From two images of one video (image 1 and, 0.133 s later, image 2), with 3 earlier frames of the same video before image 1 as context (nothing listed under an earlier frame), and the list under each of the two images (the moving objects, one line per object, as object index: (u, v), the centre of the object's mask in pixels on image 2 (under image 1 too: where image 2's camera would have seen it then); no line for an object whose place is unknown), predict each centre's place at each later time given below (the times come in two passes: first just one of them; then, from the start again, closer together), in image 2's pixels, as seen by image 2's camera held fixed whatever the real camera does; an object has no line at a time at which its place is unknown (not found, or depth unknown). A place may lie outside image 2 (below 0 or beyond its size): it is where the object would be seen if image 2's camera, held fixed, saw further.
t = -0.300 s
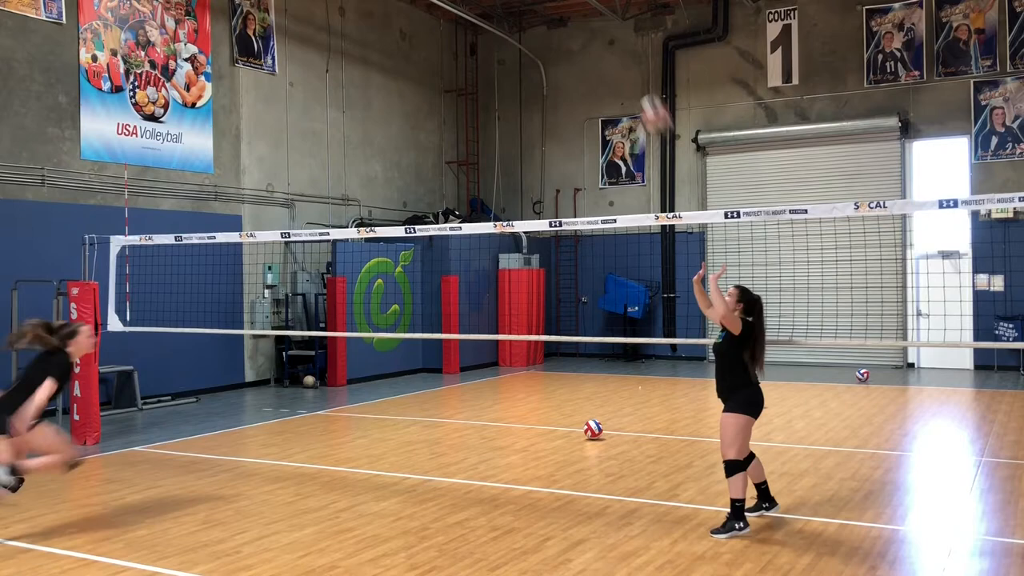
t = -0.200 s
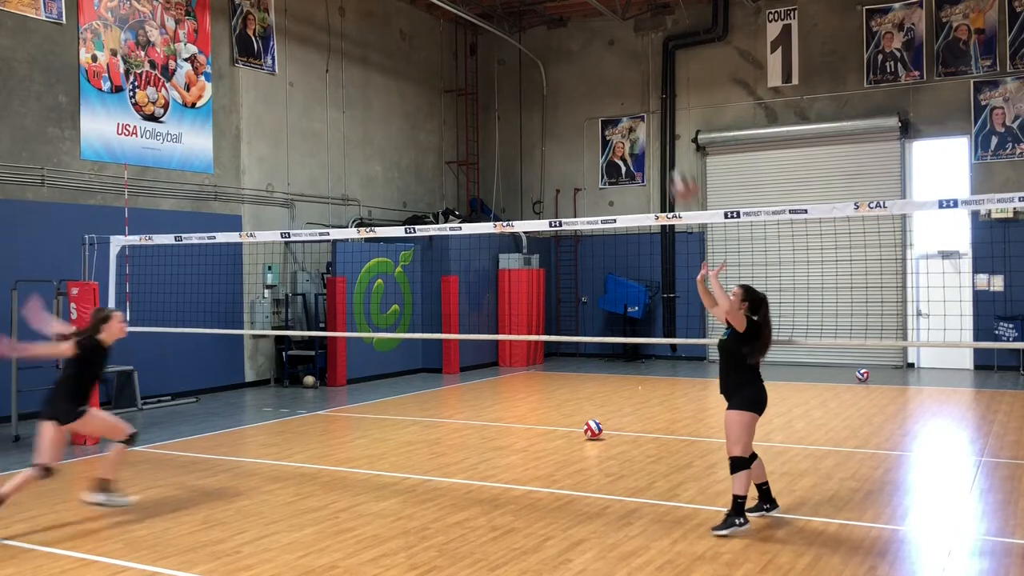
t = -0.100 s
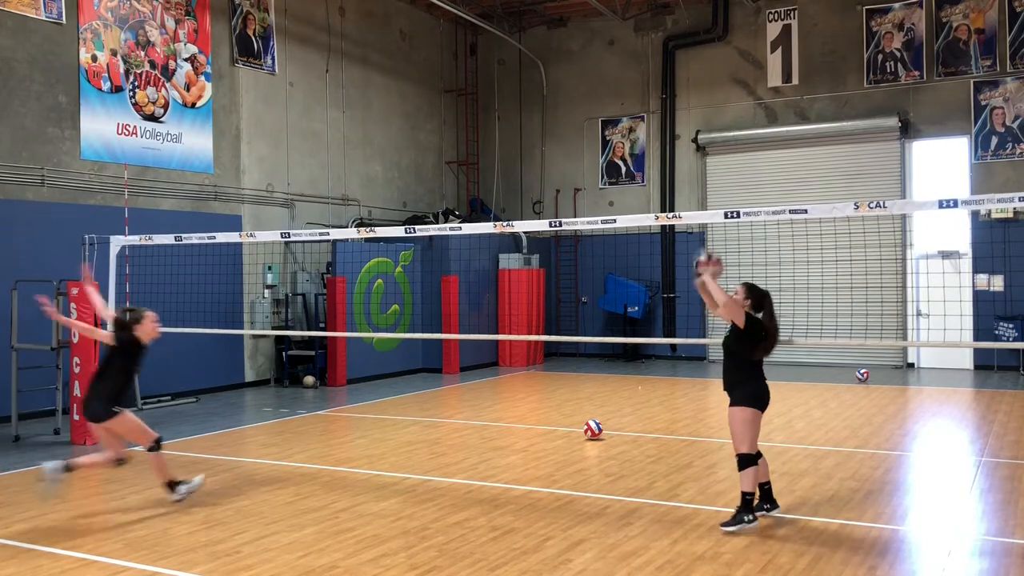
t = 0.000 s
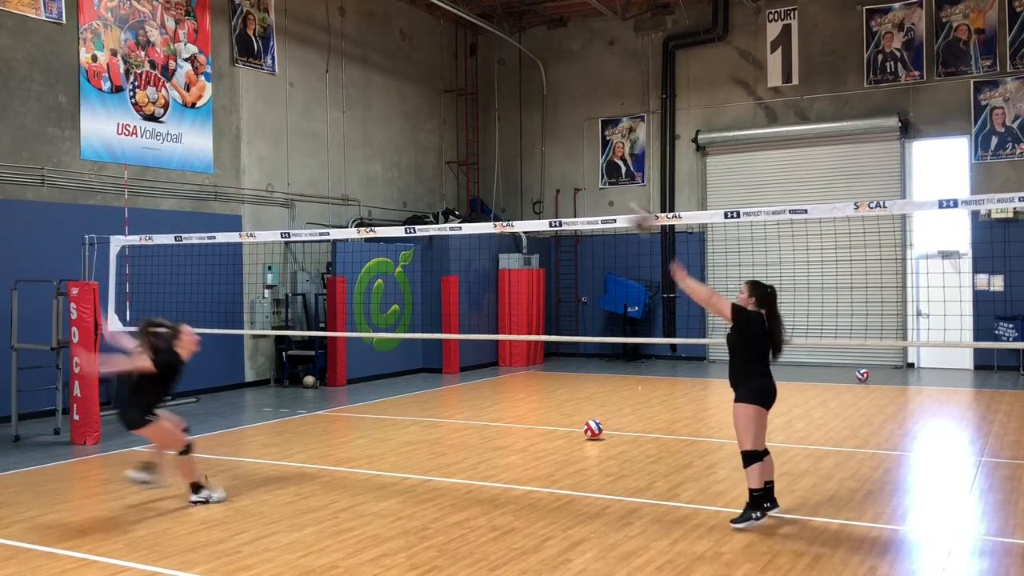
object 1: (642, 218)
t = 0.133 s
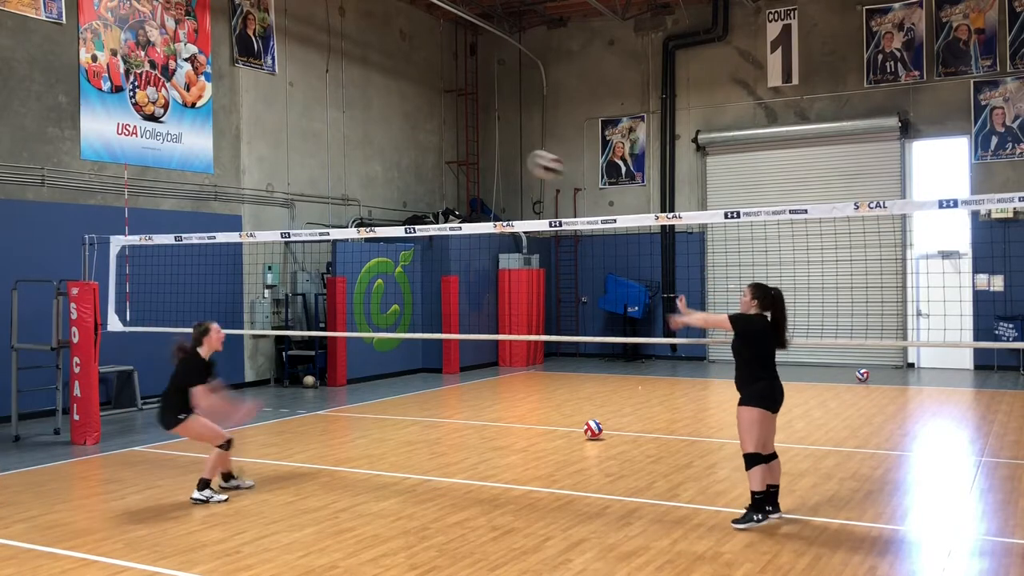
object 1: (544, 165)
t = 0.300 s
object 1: (439, 137)
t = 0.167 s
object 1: (522, 156)
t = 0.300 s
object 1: (439, 137)
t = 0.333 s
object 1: (420, 134)
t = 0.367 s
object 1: (400, 134)
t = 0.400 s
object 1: (382, 135)
